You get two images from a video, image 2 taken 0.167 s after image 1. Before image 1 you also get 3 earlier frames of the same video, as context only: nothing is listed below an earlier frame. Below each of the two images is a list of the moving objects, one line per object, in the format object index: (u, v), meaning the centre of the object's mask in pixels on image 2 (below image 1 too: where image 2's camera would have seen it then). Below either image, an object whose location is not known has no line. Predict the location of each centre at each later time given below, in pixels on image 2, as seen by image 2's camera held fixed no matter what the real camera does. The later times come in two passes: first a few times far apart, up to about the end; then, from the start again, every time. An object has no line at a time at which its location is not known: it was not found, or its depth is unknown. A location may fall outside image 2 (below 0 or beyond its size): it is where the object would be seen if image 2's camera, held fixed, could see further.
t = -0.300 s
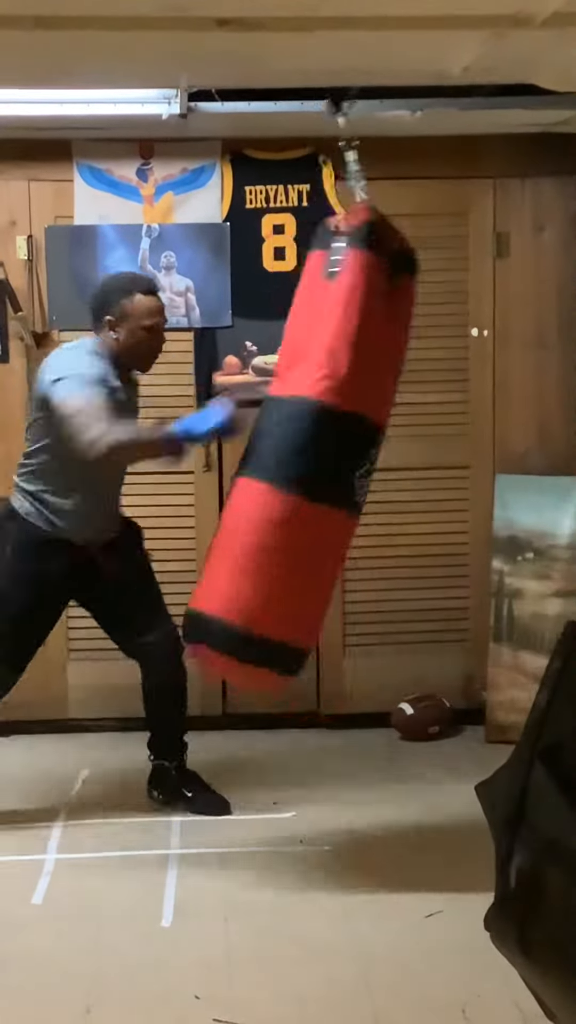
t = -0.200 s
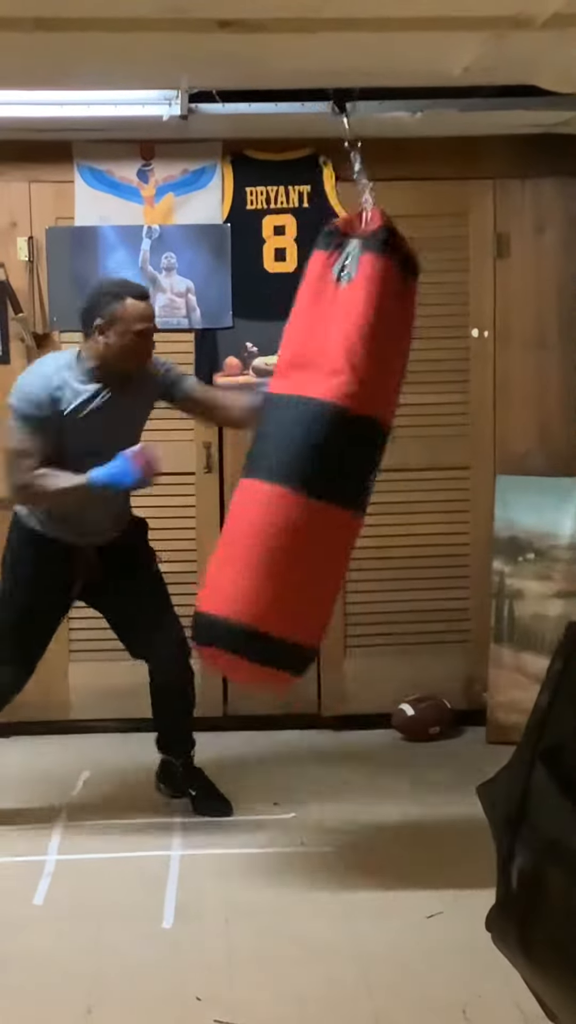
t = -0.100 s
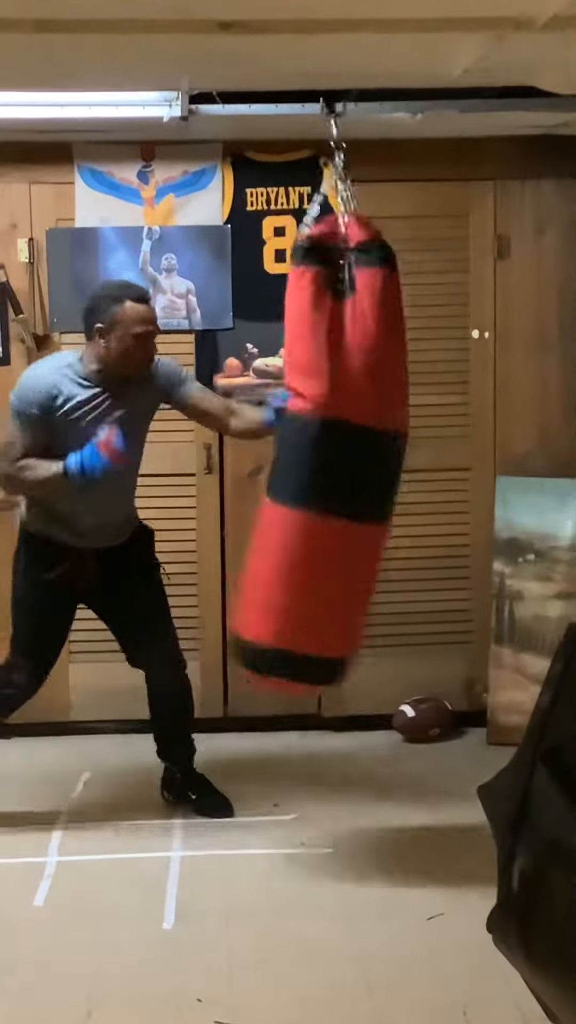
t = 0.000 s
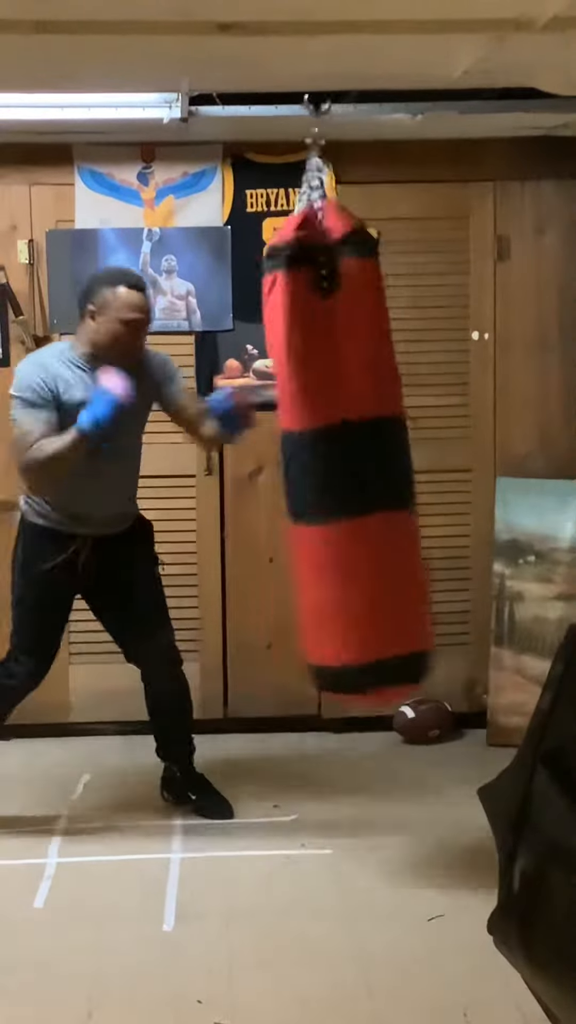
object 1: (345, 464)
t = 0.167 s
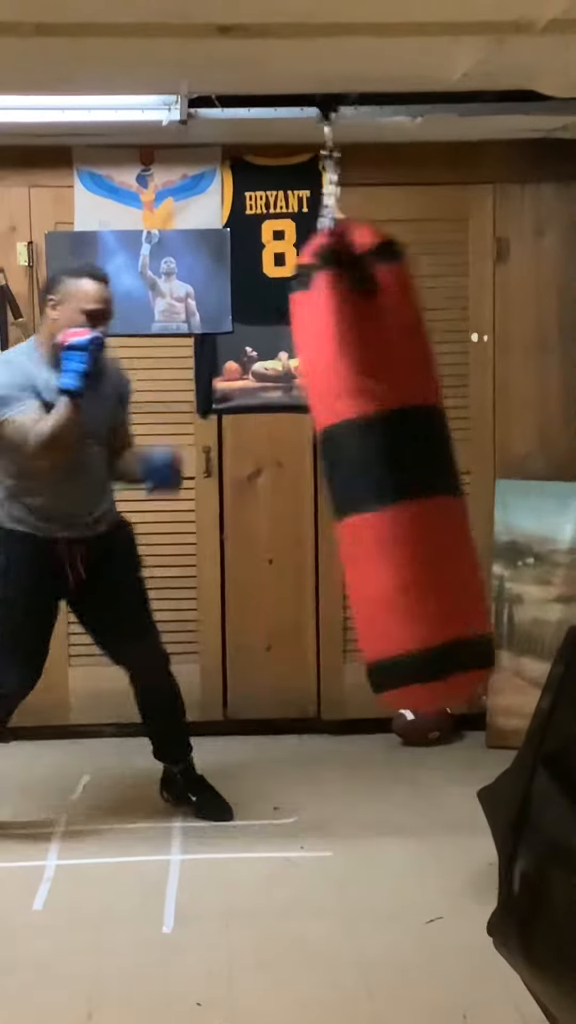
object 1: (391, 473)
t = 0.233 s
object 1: (408, 469)
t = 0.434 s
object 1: (422, 463)
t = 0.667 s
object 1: (415, 463)
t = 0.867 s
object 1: (376, 464)
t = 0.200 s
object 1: (400, 470)
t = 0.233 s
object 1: (408, 469)
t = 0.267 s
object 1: (415, 465)
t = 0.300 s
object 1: (420, 463)
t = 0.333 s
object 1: (423, 461)
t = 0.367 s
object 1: (423, 461)
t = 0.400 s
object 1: (423, 462)
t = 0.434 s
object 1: (422, 463)
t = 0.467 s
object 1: (422, 464)
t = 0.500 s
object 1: (423, 464)
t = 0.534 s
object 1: (422, 464)
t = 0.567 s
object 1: (422, 464)
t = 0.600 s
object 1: (421, 464)
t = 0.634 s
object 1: (418, 463)
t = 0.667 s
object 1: (415, 463)
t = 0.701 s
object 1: (409, 463)
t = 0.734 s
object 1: (403, 464)
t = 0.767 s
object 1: (396, 464)
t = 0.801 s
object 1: (390, 464)
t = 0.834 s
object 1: (383, 464)
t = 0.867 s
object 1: (376, 464)
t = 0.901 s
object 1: (369, 463)
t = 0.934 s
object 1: (361, 462)
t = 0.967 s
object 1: (354, 461)
